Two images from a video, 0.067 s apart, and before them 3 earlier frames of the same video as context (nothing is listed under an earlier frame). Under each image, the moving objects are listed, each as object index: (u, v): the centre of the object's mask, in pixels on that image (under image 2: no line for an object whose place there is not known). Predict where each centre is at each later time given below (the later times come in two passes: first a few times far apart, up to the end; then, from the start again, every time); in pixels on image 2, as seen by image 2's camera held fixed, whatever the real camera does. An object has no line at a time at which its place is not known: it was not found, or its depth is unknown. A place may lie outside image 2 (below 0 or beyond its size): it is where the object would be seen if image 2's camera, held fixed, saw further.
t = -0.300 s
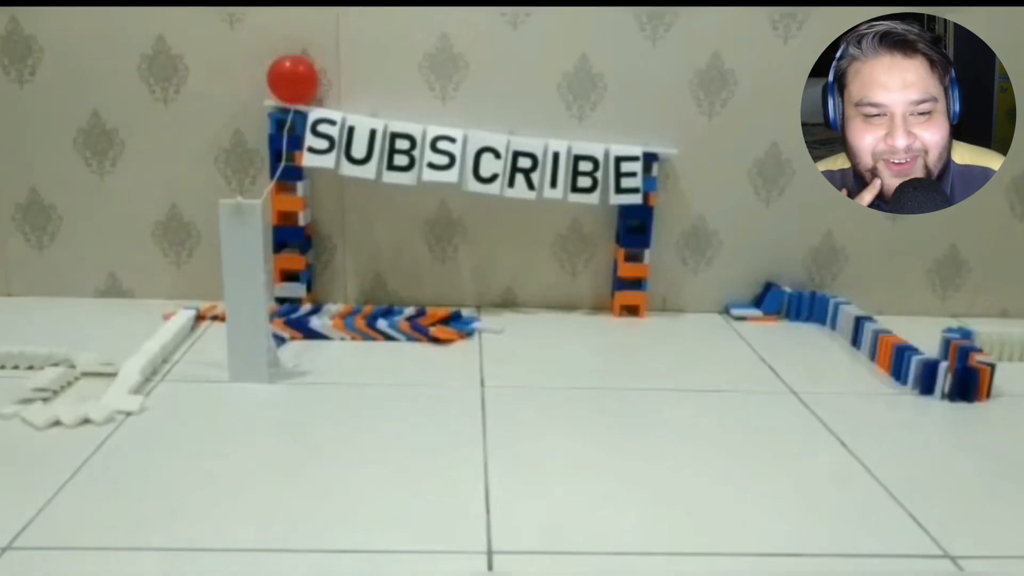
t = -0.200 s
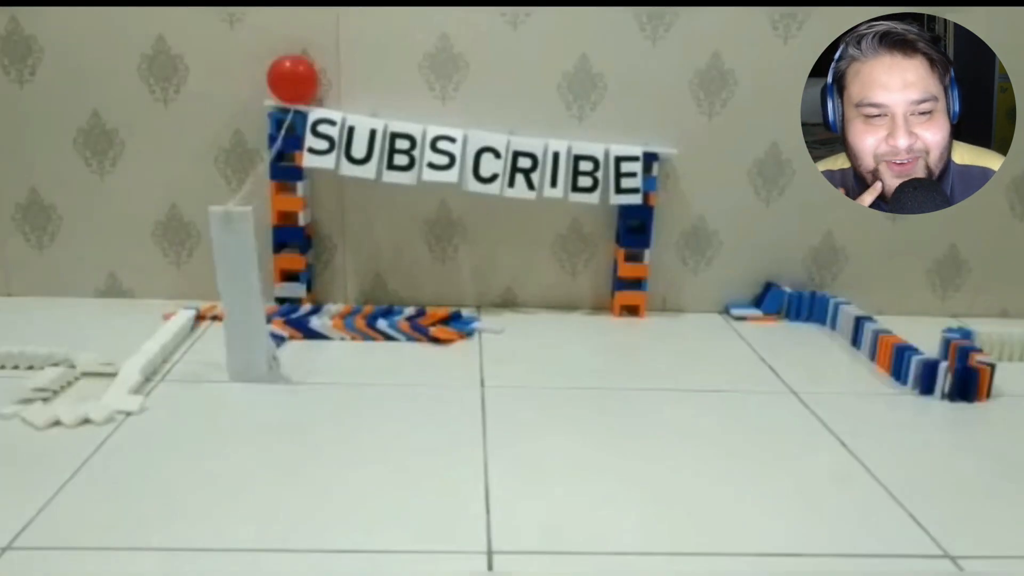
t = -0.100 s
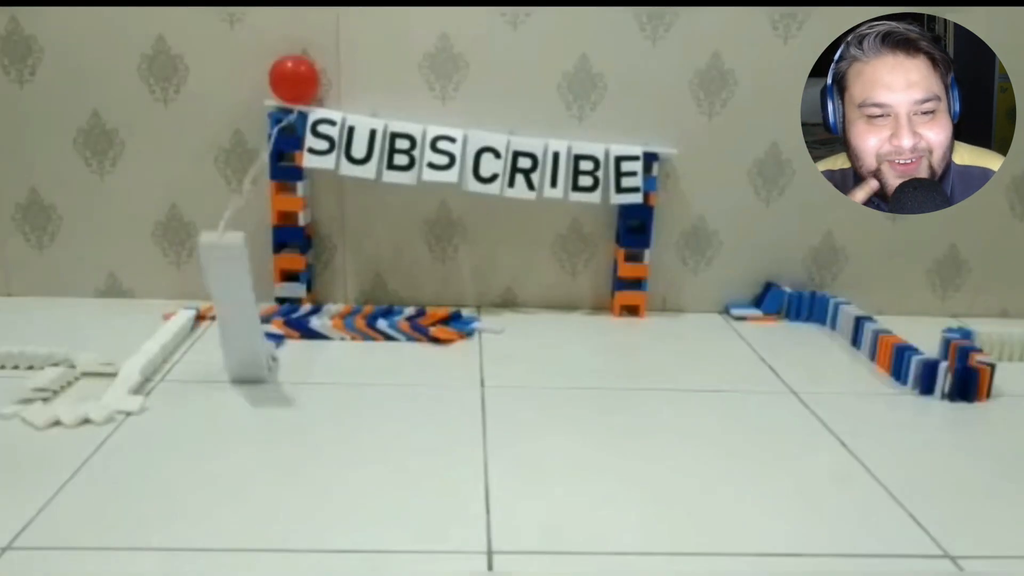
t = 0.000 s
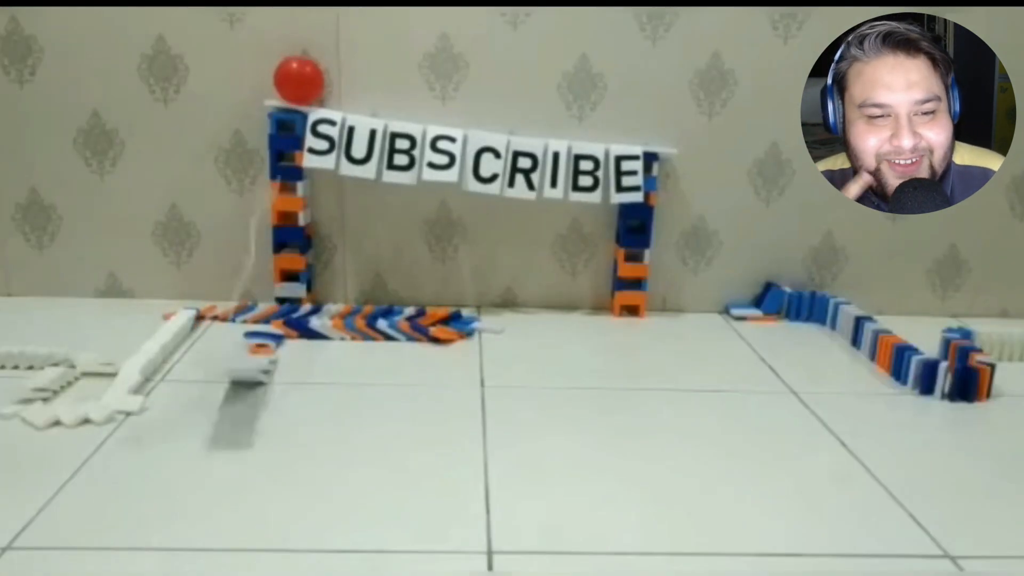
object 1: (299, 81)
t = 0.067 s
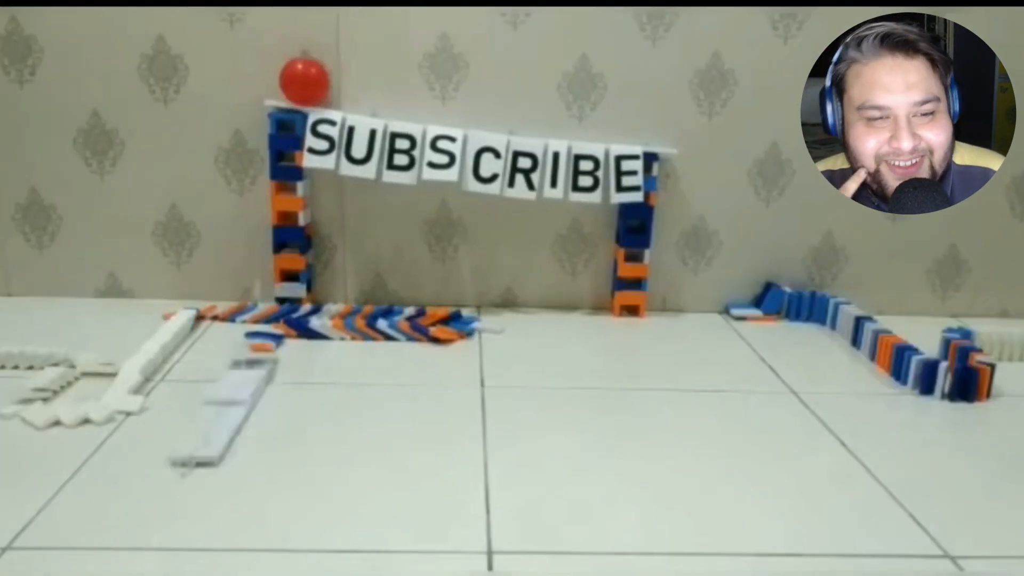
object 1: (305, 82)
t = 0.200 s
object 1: (322, 84)
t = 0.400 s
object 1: (356, 91)
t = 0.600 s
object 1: (398, 97)
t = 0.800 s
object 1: (451, 105)
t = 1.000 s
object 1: (506, 112)
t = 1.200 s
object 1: (567, 118)
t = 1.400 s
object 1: (632, 123)
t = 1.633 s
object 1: (707, 147)
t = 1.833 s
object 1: (755, 274)
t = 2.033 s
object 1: (792, 310)
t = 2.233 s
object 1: (843, 302)
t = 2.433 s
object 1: (823, 318)
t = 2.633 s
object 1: (783, 322)
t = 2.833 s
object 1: (739, 324)
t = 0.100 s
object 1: (309, 82)
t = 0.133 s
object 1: (313, 83)
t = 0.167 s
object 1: (317, 84)
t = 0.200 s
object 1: (322, 84)
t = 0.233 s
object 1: (327, 86)
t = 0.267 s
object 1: (333, 86)
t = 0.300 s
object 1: (338, 87)
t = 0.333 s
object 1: (343, 88)
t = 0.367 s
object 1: (350, 90)
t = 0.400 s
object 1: (356, 91)
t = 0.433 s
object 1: (363, 92)
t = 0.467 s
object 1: (369, 94)
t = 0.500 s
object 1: (377, 94)
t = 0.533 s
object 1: (383, 95)
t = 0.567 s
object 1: (391, 96)
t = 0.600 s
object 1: (398, 97)
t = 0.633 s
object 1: (407, 99)
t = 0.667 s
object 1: (415, 100)
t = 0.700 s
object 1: (424, 101)
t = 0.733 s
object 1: (433, 102)
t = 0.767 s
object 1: (442, 103)
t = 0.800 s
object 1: (451, 105)
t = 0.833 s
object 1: (460, 106)
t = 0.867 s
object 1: (468, 107)
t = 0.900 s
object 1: (478, 108)
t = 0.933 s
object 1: (487, 109)
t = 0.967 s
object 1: (496, 111)
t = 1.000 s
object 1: (506, 112)
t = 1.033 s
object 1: (516, 113)
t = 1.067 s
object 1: (527, 114)
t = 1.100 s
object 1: (537, 115)
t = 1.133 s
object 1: (547, 116)
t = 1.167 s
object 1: (558, 117)
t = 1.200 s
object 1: (567, 118)
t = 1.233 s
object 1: (578, 119)
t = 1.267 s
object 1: (588, 120)
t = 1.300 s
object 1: (598, 121)
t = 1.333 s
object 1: (610, 122)
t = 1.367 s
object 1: (621, 122)
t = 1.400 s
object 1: (632, 123)
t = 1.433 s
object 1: (643, 124)
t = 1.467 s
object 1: (654, 124)
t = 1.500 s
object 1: (664, 125)
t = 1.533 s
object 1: (674, 126)
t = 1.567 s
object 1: (685, 127)
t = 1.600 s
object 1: (696, 133)
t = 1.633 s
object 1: (707, 147)
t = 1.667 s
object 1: (718, 166)
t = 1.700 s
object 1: (726, 193)
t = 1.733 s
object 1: (734, 226)
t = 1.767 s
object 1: (741, 266)
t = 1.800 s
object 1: (747, 288)
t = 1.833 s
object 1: (755, 274)
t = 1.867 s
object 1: (762, 265)
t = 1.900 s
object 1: (770, 262)
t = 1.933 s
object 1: (776, 265)
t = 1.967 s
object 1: (783, 275)
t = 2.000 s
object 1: (787, 292)
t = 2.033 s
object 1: (792, 310)
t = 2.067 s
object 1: (803, 299)
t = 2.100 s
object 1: (815, 291)
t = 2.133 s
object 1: (825, 291)
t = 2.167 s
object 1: (836, 296)
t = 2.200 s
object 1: (840, 300)
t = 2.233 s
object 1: (843, 302)
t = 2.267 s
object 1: (844, 304)
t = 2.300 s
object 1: (844, 306)
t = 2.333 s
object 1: (841, 311)
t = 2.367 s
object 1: (836, 318)
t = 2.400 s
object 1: (831, 320)
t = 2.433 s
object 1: (823, 318)
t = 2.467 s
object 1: (817, 321)
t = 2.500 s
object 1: (810, 319)
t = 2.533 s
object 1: (803, 321)
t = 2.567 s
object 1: (797, 320)
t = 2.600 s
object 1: (790, 322)
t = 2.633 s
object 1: (783, 322)
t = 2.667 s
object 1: (776, 321)
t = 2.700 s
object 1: (769, 322)
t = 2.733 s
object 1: (761, 323)
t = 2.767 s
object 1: (754, 323)
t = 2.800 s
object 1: (746, 323)
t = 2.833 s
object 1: (739, 324)
